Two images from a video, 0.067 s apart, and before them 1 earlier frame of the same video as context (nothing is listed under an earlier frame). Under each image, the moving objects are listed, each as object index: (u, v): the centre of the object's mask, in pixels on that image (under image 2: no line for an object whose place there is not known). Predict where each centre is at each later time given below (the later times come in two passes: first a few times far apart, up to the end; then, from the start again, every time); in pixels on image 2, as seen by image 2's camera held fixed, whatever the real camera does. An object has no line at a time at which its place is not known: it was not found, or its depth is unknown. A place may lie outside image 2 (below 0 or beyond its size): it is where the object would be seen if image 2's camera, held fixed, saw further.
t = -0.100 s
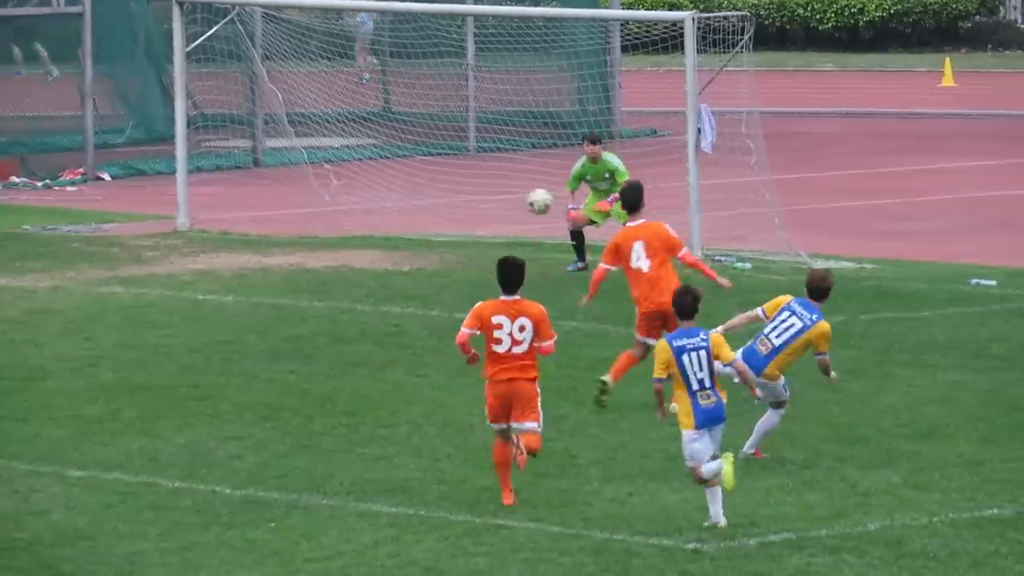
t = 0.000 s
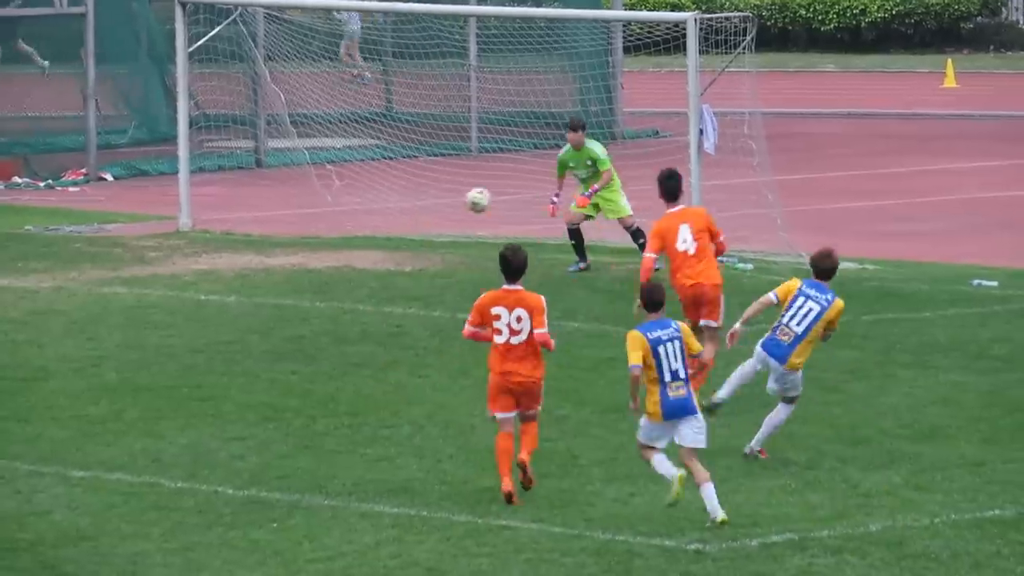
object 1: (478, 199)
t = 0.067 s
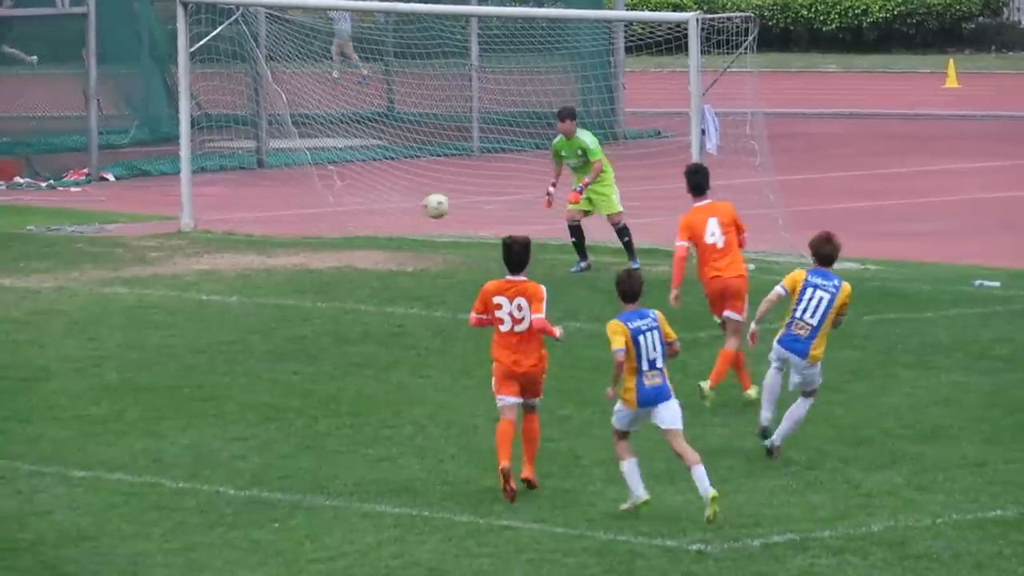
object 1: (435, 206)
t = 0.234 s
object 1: (331, 238)
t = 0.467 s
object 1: (241, 166)
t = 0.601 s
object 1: (200, 138)
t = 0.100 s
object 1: (414, 210)
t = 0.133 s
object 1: (392, 216)
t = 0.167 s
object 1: (371, 223)
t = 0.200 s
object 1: (351, 229)
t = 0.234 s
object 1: (331, 238)
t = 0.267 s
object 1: (311, 250)
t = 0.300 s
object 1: (297, 241)
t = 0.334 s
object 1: (285, 222)
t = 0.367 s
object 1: (275, 206)
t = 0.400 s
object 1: (263, 190)
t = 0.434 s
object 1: (252, 177)
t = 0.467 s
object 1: (241, 166)
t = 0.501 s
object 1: (230, 156)
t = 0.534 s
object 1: (219, 148)
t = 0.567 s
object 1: (210, 142)
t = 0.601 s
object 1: (200, 138)
